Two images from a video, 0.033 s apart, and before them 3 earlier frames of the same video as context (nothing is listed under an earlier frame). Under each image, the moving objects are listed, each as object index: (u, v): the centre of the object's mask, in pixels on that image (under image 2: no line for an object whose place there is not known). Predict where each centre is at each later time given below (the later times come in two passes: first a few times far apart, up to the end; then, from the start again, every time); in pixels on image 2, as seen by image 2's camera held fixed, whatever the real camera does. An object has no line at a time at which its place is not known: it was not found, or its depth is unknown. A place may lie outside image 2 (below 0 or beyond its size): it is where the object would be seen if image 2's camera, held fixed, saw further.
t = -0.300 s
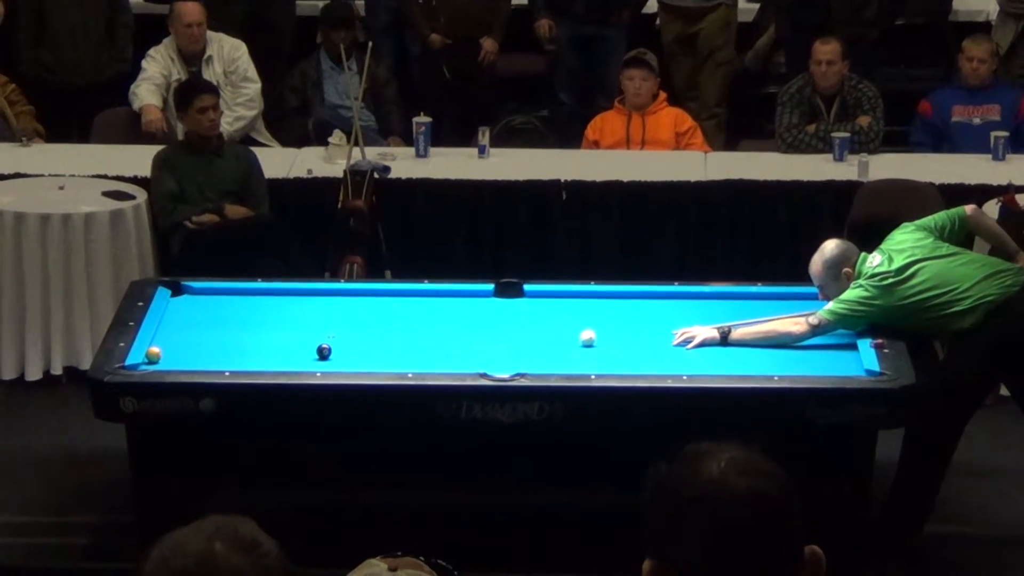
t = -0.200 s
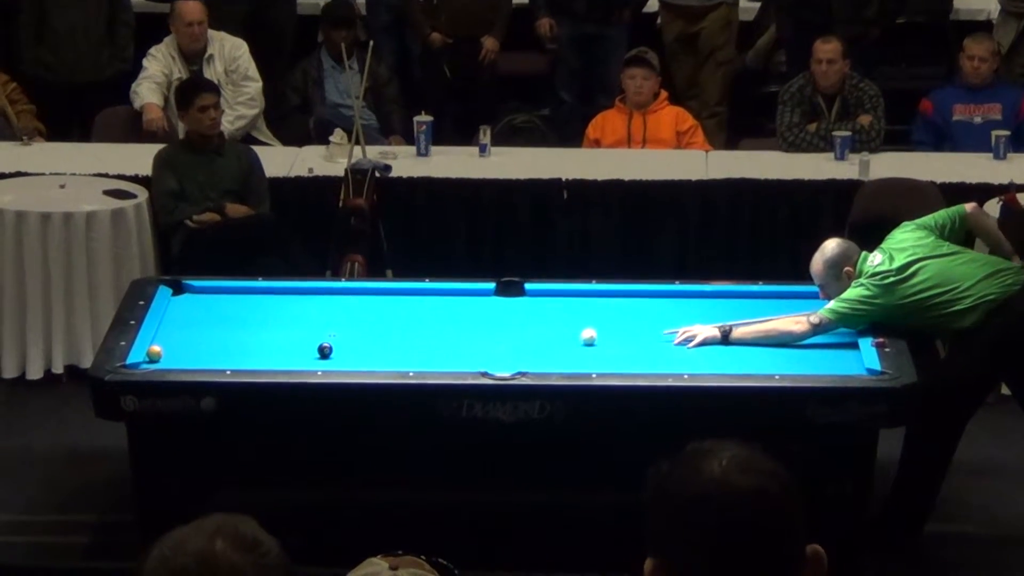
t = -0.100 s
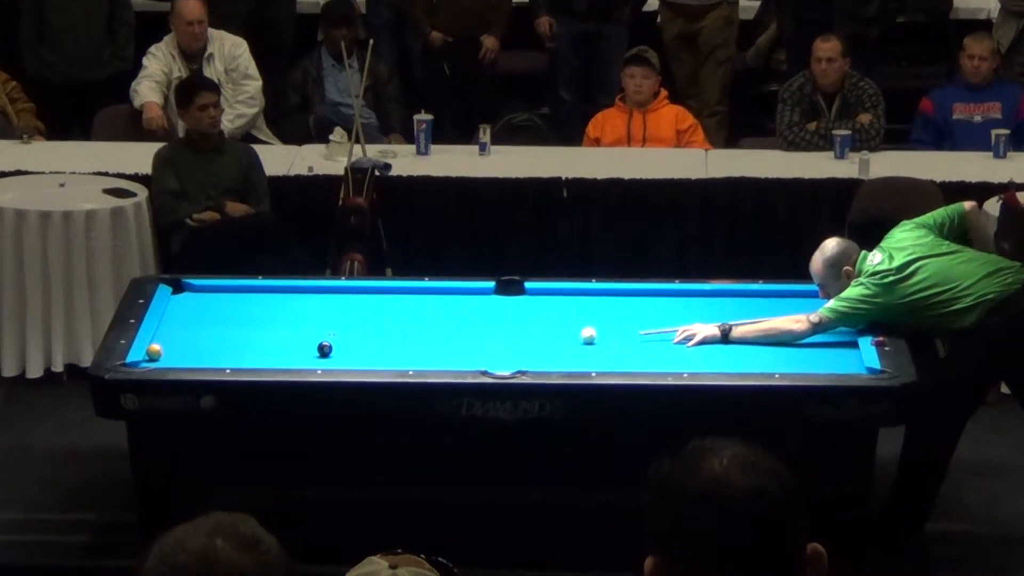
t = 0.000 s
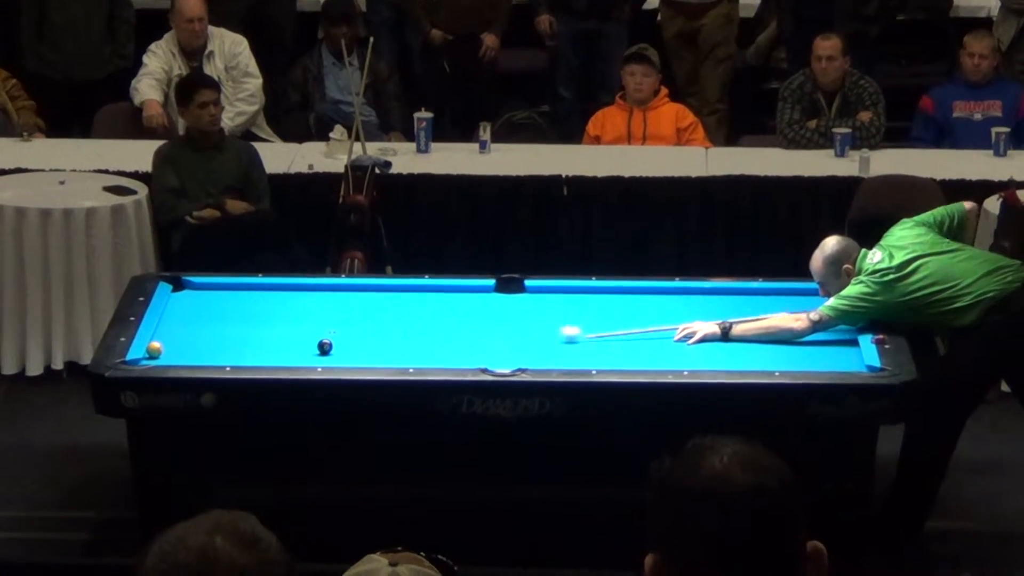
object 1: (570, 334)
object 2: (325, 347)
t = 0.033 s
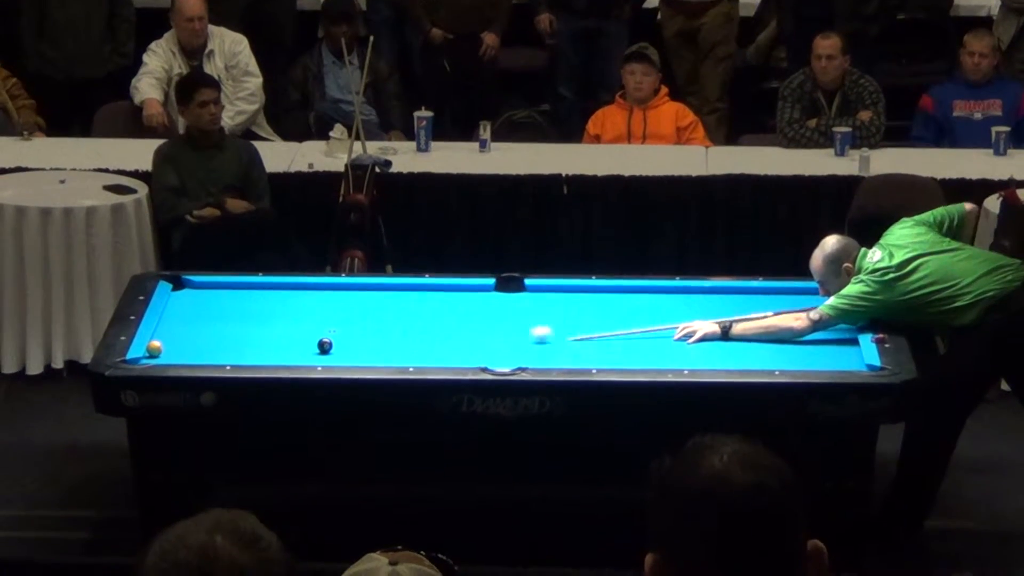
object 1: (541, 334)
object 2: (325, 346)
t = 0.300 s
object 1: (339, 343)
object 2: (317, 347)
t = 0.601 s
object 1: (332, 339)
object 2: (148, 359)
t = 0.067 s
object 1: (513, 335)
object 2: (325, 346)
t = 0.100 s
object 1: (485, 337)
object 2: (325, 346)
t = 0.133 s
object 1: (457, 338)
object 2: (325, 346)
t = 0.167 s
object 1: (432, 339)
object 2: (325, 346)
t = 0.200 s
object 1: (405, 340)
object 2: (325, 346)
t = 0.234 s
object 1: (381, 341)
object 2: (325, 346)
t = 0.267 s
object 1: (356, 343)
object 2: (325, 346)
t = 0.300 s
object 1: (339, 343)
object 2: (317, 347)
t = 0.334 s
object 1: (338, 342)
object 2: (296, 348)
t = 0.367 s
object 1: (337, 342)
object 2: (276, 350)
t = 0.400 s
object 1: (336, 341)
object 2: (255, 352)
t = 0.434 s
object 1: (336, 341)
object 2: (236, 353)
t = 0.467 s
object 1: (335, 340)
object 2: (217, 354)
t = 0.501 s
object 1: (334, 340)
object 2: (199, 355)
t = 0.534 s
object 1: (333, 340)
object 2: (181, 355)
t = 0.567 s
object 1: (333, 339)
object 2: (165, 357)
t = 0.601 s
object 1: (332, 339)
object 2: (148, 359)
